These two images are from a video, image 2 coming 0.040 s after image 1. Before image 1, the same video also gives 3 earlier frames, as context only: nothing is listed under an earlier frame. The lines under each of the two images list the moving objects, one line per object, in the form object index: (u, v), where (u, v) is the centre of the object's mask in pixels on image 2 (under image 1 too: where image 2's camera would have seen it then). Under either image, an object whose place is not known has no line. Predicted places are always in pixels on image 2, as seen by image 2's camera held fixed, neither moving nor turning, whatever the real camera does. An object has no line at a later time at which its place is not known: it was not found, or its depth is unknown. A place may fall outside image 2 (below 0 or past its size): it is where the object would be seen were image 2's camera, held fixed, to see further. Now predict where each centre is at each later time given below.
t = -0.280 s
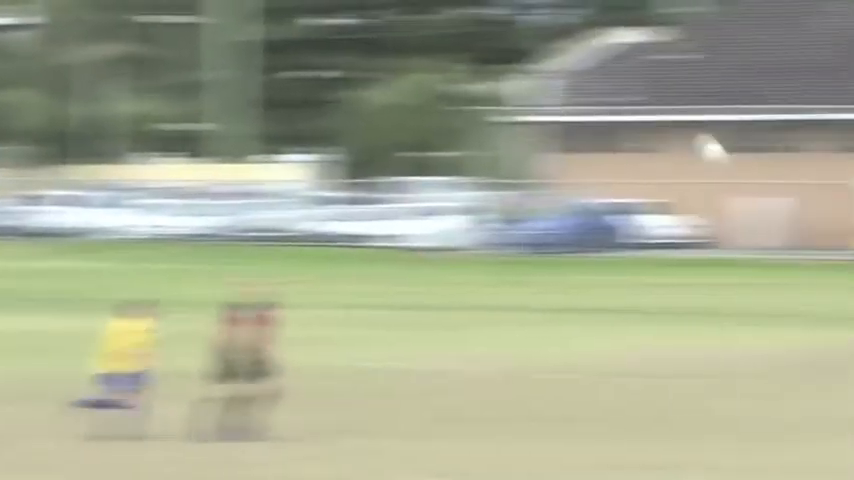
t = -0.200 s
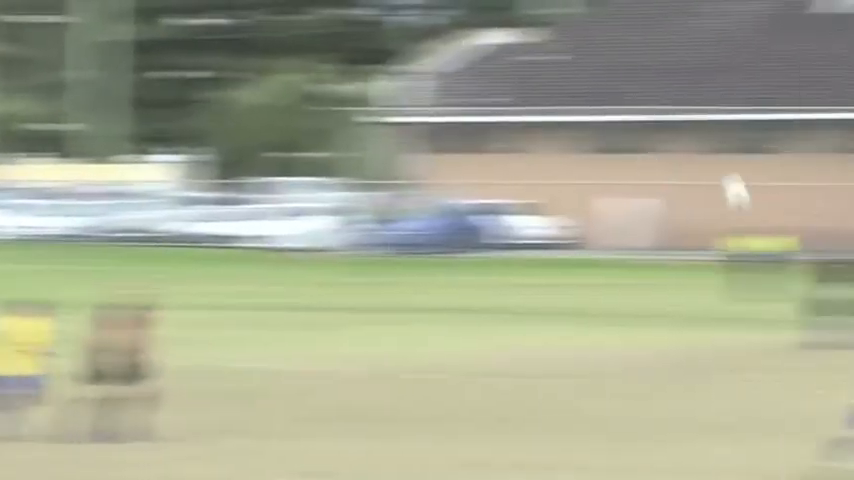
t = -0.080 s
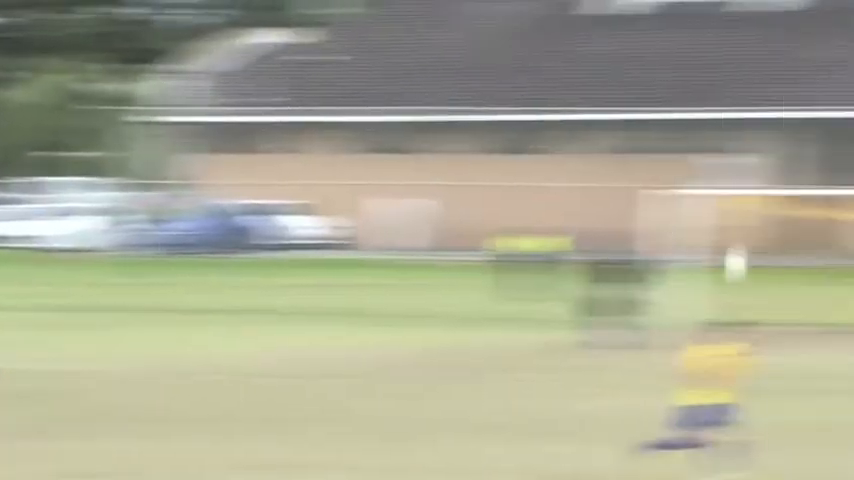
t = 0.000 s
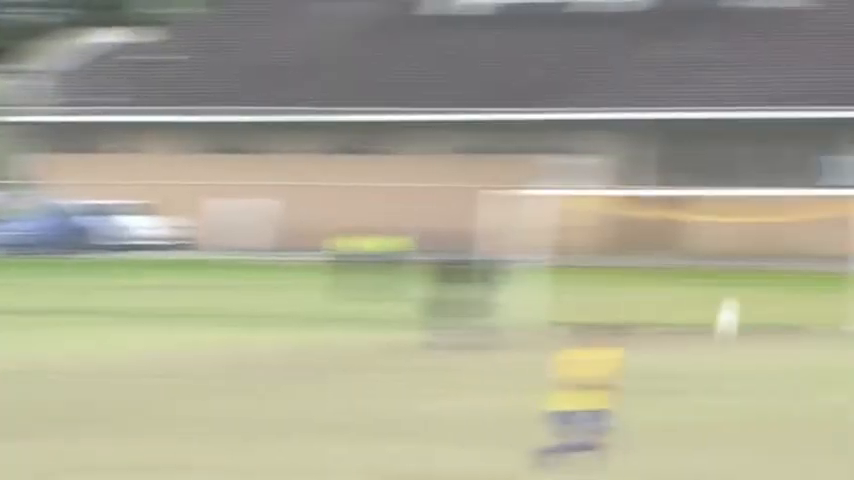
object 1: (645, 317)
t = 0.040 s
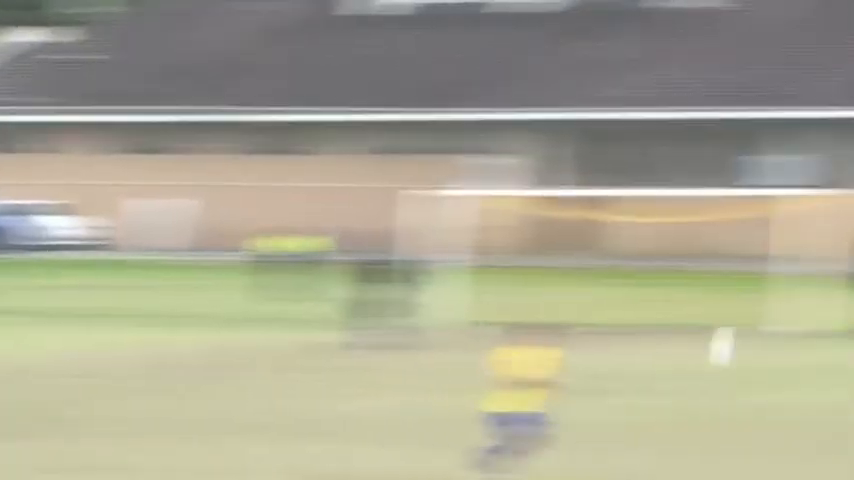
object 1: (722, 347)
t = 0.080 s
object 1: (797, 382)
